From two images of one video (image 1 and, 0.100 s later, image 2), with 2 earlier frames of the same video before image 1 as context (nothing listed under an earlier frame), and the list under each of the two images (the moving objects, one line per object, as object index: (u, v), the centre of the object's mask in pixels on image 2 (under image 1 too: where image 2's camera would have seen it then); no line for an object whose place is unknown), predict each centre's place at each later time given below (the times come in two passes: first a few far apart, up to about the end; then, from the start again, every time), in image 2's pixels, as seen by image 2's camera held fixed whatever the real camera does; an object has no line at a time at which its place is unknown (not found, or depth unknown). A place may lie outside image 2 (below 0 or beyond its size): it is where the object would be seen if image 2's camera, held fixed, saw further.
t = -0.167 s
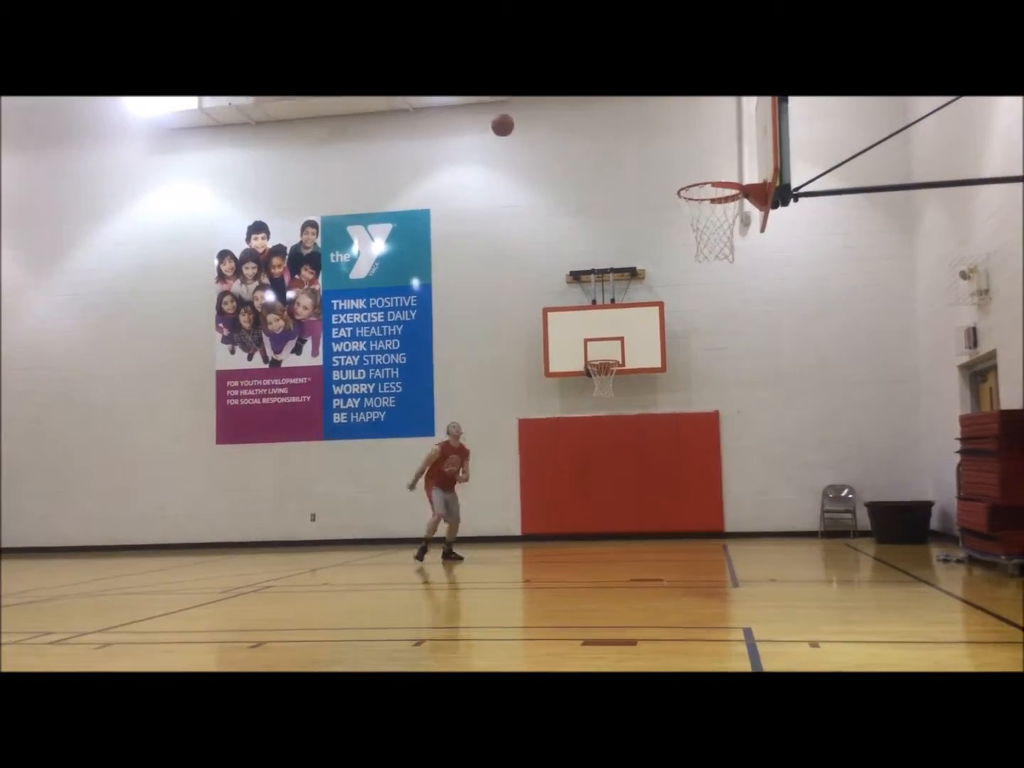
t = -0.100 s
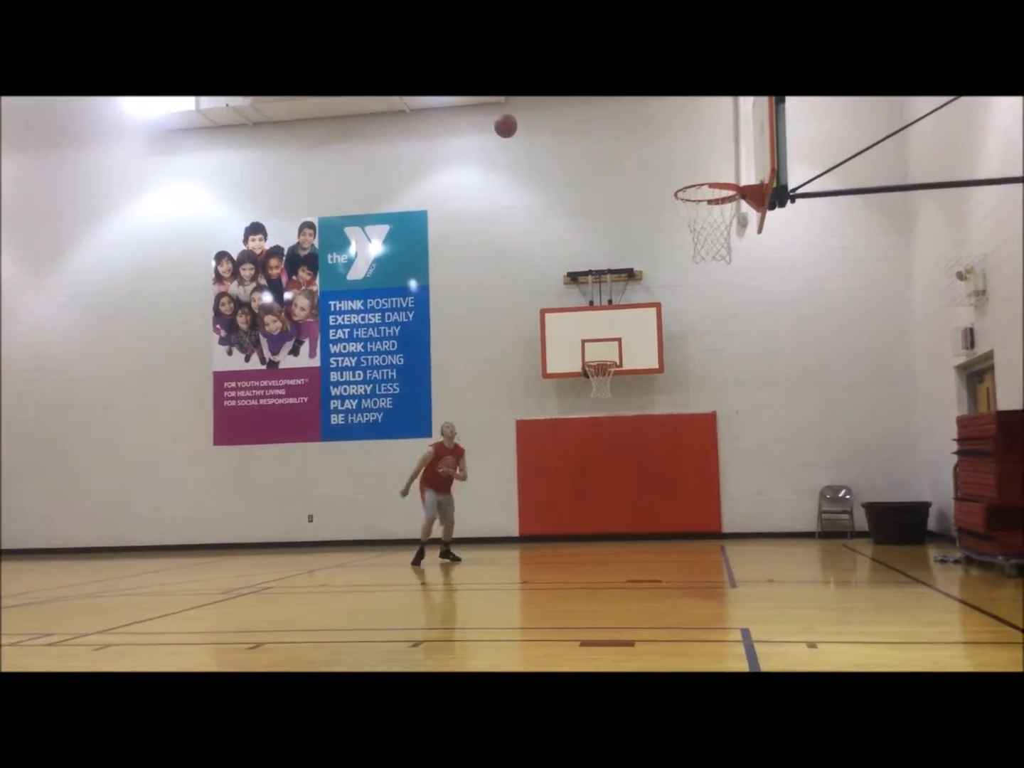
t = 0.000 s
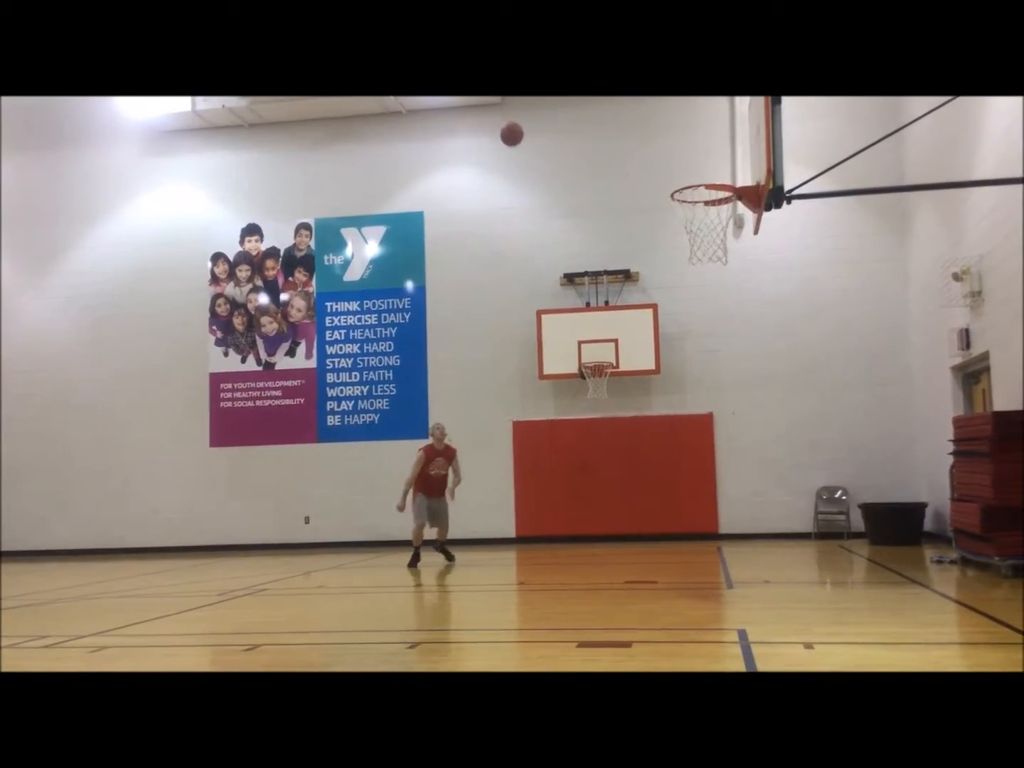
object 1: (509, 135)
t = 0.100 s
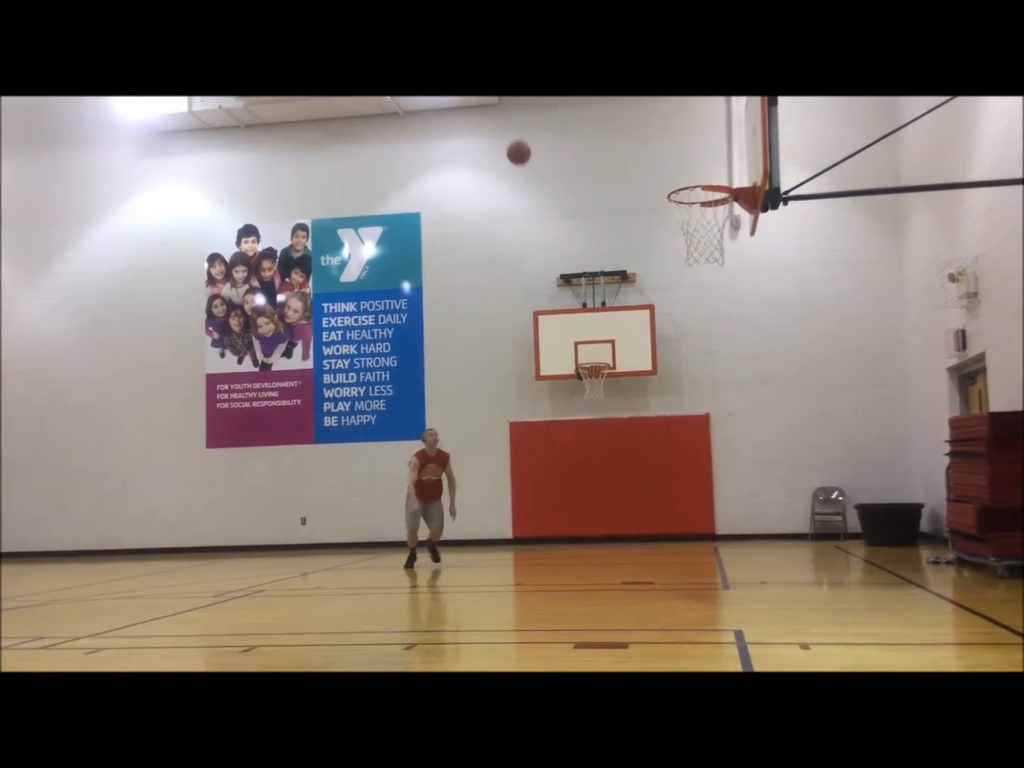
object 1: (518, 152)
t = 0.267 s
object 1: (538, 204)
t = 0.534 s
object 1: (573, 361)
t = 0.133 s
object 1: (522, 161)
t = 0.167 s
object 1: (525, 170)
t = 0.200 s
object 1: (529, 179)
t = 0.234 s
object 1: (534, 191)
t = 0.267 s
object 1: (538, 204)
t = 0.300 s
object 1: (542, 218)
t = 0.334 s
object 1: (546, 234)
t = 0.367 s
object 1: (549, 252)
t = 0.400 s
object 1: (553, 270)
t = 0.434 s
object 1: (557, 290)
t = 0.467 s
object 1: (564, 313)
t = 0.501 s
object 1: (568, 334)
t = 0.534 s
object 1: (573, 361)
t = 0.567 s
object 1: (579, 388)
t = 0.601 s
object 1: (584, 413)
